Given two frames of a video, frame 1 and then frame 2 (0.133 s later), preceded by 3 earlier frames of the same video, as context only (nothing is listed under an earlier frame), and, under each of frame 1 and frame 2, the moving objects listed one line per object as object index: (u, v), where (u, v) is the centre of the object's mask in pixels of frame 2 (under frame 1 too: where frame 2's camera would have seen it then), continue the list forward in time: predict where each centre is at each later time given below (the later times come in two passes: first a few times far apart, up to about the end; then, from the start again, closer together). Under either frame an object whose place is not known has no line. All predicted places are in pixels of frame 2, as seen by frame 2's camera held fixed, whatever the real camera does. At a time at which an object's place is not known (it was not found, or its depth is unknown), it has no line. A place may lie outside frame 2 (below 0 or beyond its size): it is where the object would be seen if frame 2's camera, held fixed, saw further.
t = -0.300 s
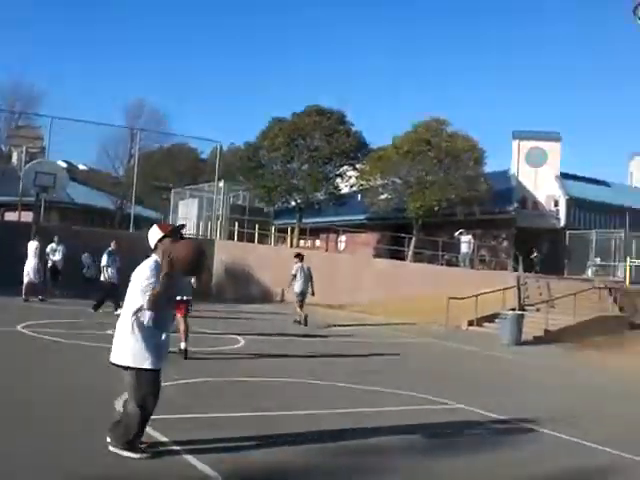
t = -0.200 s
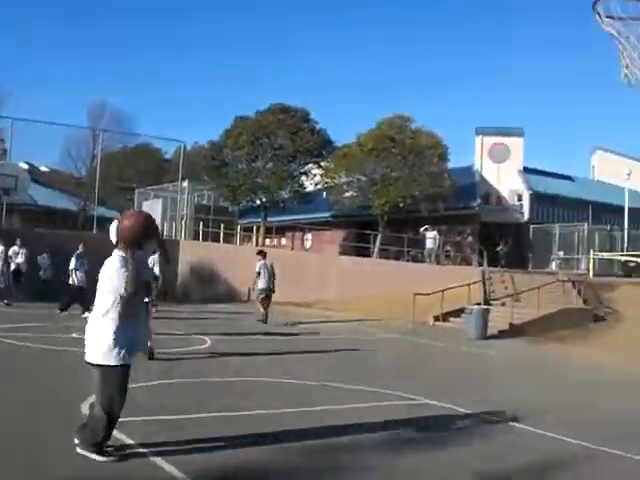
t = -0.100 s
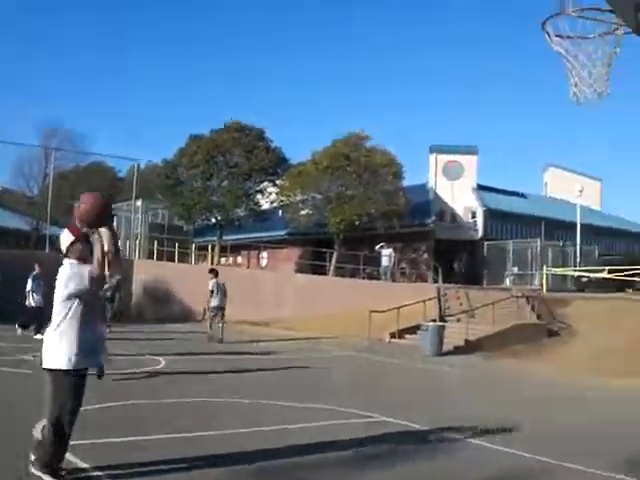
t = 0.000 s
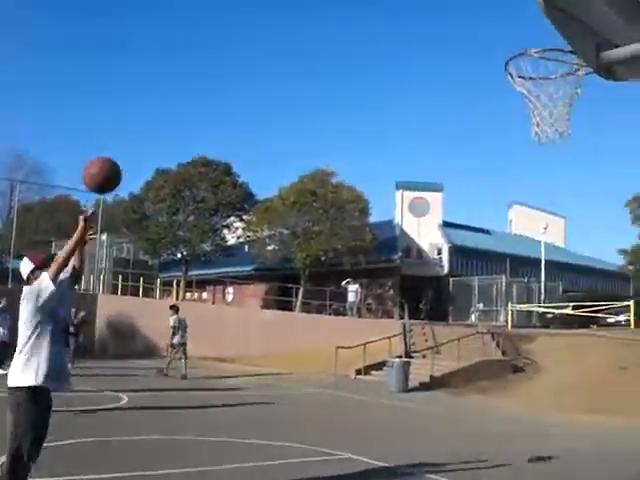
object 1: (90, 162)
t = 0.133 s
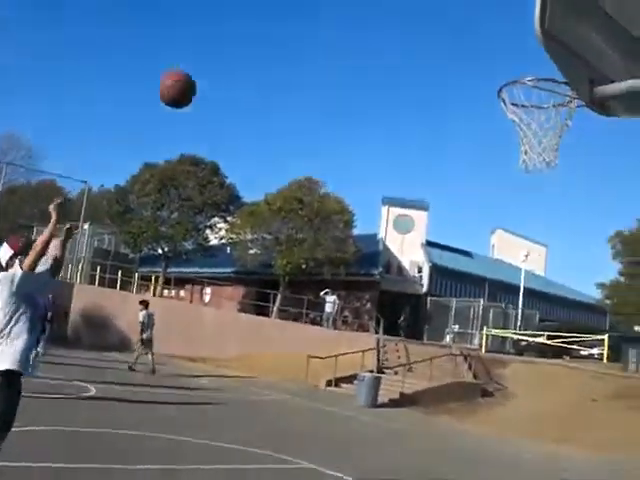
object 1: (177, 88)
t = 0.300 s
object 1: (280, 34)
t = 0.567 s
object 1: (437, 29)
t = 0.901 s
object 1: (519, 161)
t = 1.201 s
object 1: (424, 410)
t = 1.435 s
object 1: (364, 475)
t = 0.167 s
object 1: (197, 75)
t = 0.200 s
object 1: (218, 62)
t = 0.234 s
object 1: (239, 51)
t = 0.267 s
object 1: (260, 41)
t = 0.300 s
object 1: (280, 34)
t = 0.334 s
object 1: (300, 27)
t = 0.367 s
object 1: (320, 23)
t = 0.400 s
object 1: (340, 20)
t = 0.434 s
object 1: (360, 18)
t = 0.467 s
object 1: (379, 18)
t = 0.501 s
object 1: (399, 20)
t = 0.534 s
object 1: (419, 24)
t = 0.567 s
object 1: (437, 29)
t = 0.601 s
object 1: (457, 36)
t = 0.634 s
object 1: (477, 44)
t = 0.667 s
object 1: (496, 54)
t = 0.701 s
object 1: (514, 63)
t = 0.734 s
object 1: (532, 78)
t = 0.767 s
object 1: (551, 94)
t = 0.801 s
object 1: (550, 109)
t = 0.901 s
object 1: (519, 161)
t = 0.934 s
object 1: (510, 181)
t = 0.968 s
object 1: (499, 202)
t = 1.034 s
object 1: (479, 252)
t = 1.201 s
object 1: (424, 410)
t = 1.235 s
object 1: (413, 445)
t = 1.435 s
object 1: (364, 475)
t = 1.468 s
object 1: (362, 443)
